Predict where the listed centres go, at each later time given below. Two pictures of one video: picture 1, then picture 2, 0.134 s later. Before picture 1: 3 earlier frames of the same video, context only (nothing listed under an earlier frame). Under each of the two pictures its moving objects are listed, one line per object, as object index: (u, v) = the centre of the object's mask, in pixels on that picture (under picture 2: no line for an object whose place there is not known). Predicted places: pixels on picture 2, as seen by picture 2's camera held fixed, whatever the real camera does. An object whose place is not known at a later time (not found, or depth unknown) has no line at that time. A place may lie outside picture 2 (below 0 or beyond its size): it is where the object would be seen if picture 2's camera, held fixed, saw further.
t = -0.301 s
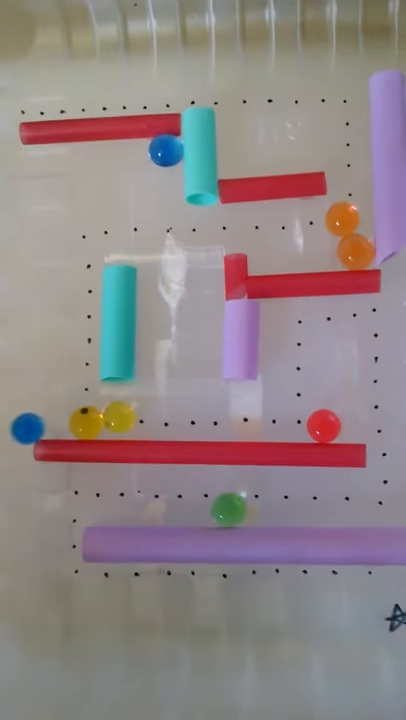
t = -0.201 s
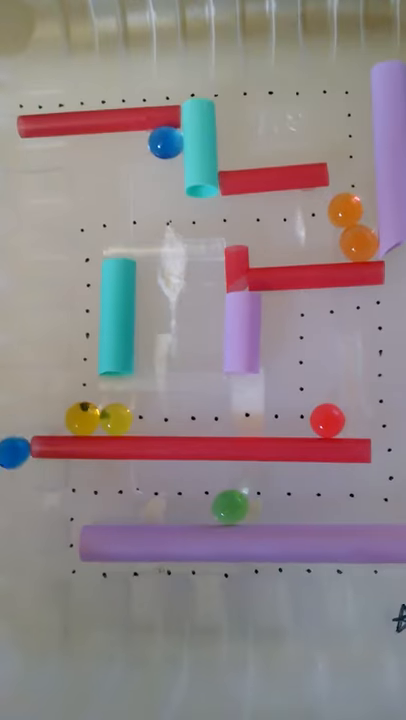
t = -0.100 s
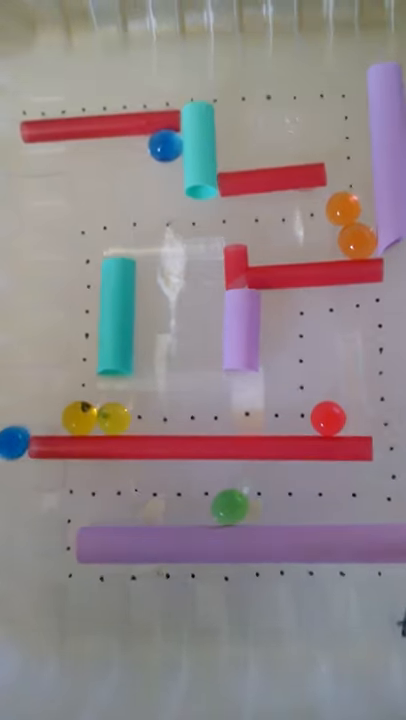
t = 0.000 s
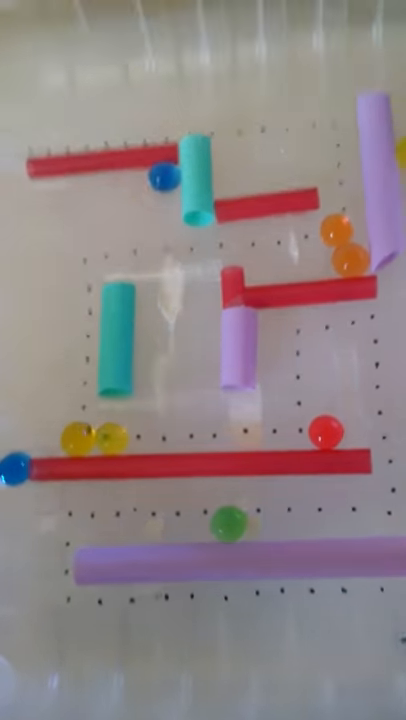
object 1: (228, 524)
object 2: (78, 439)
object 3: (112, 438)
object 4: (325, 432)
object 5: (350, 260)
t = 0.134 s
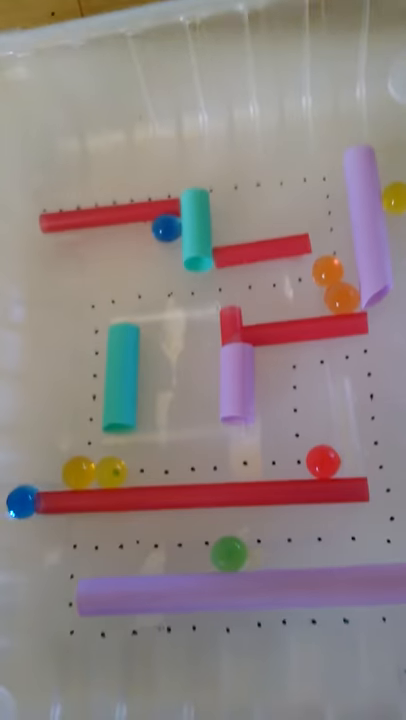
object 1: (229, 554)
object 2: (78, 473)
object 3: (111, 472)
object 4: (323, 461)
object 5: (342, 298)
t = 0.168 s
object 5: (341, 298)
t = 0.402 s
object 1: (227, 554)
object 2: (71, 445)
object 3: (93, 465)
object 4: (323, 462)
